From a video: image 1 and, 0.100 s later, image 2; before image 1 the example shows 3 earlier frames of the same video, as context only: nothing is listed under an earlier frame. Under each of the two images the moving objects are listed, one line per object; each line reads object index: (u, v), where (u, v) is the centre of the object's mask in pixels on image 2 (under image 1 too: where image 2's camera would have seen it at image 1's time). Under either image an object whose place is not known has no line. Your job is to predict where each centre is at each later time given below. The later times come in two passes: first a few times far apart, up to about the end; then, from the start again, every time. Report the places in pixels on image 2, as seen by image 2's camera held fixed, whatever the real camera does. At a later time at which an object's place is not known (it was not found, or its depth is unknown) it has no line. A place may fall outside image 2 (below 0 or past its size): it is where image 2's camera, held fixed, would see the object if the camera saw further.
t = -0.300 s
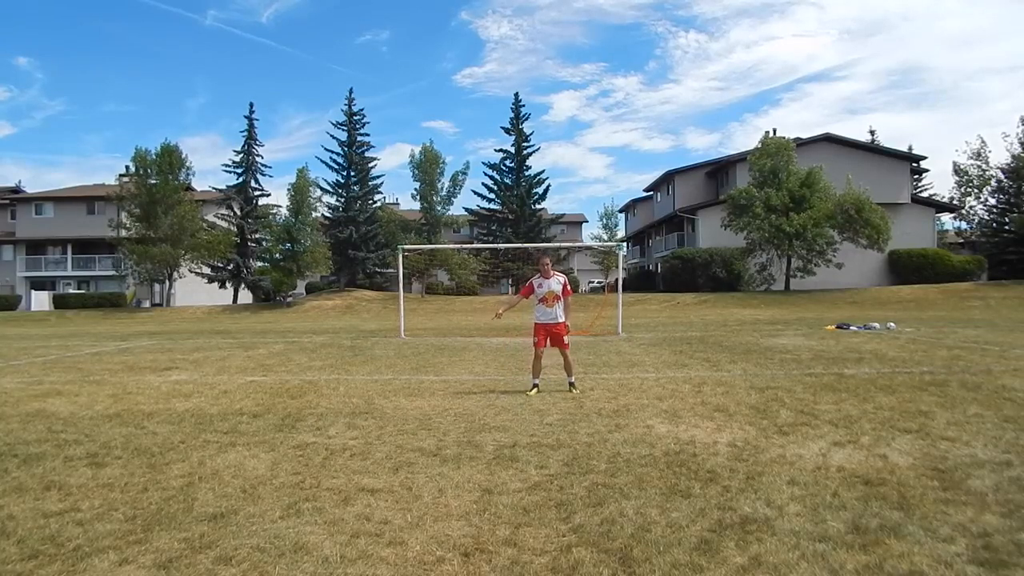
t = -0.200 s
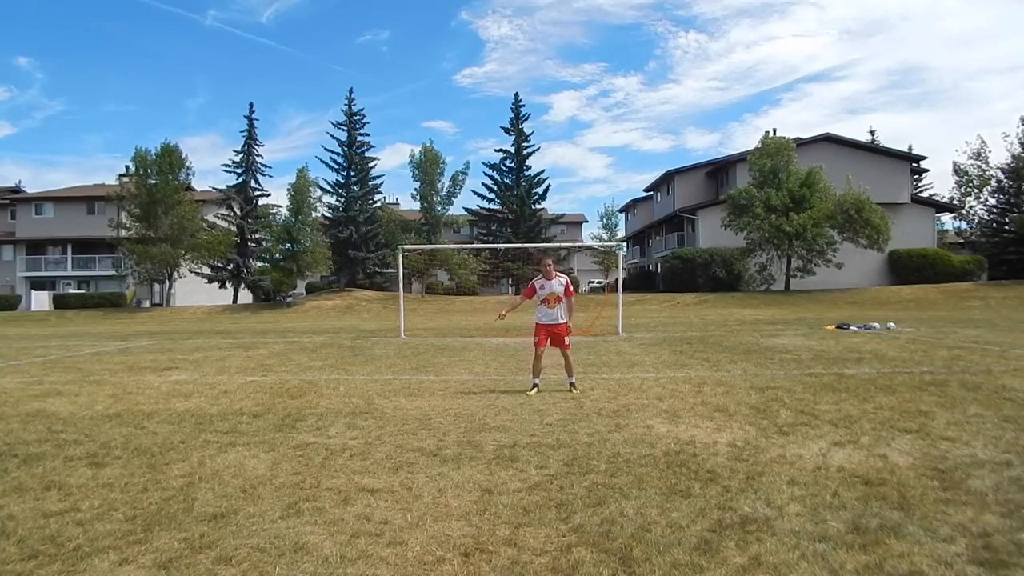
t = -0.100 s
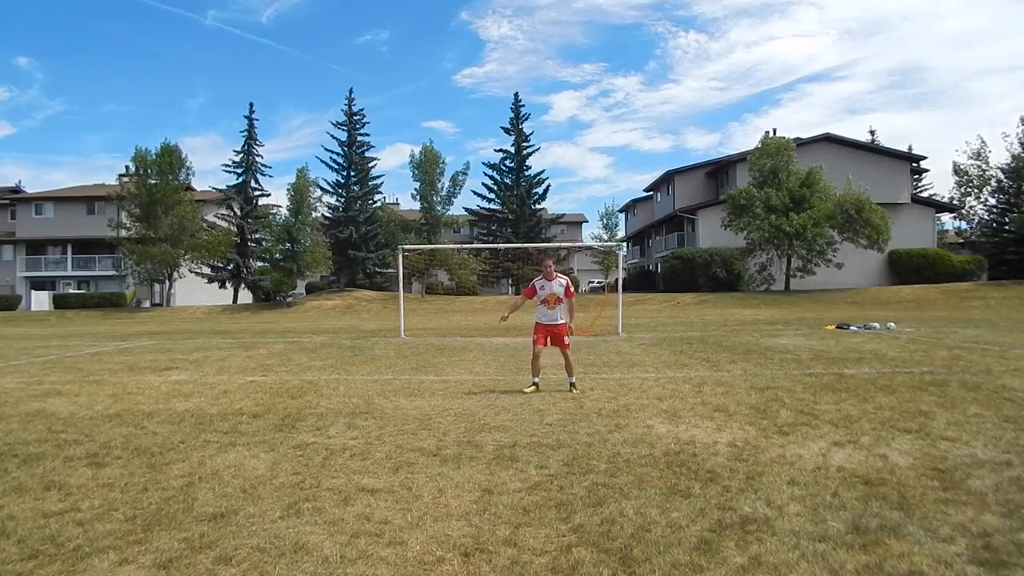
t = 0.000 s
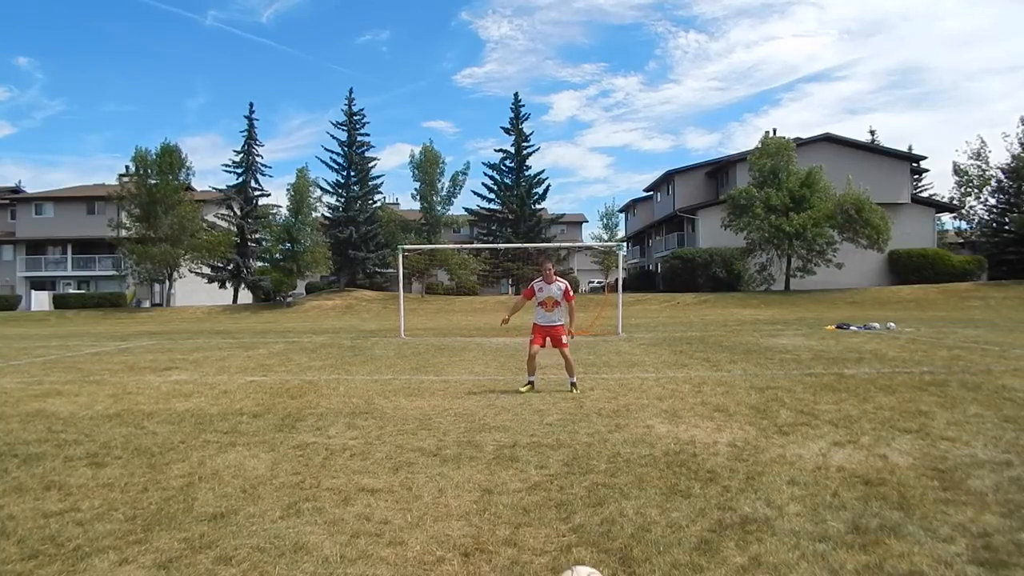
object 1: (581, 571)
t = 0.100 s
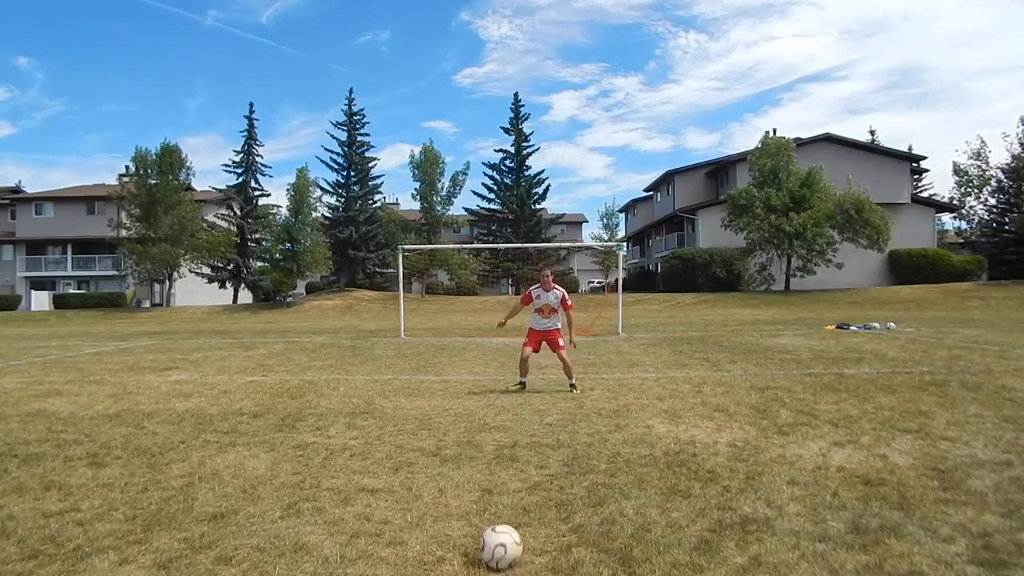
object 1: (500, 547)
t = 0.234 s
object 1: (450, 471)
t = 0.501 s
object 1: (395, 428)
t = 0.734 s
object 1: (373, 400)
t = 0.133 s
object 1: (486, 522)
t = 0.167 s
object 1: (472, 501)
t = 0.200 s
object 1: (460, 484)
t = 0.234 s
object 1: (450, 471)
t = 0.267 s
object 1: (440, 460)
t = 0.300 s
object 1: (432, 451)
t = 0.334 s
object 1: (424, 447)
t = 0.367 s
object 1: (417, 443)
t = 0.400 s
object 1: (410, 442)
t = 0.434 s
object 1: (404, 441)
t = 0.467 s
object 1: (399, 434)
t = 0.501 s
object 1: (395, 428)
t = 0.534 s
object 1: (391, 422)
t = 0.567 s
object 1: (387, 417)
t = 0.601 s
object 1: (383, 415)
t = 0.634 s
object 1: (380, 412)
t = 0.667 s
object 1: (377, 412)
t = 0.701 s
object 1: (375, 406)
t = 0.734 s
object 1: (373, 400)
